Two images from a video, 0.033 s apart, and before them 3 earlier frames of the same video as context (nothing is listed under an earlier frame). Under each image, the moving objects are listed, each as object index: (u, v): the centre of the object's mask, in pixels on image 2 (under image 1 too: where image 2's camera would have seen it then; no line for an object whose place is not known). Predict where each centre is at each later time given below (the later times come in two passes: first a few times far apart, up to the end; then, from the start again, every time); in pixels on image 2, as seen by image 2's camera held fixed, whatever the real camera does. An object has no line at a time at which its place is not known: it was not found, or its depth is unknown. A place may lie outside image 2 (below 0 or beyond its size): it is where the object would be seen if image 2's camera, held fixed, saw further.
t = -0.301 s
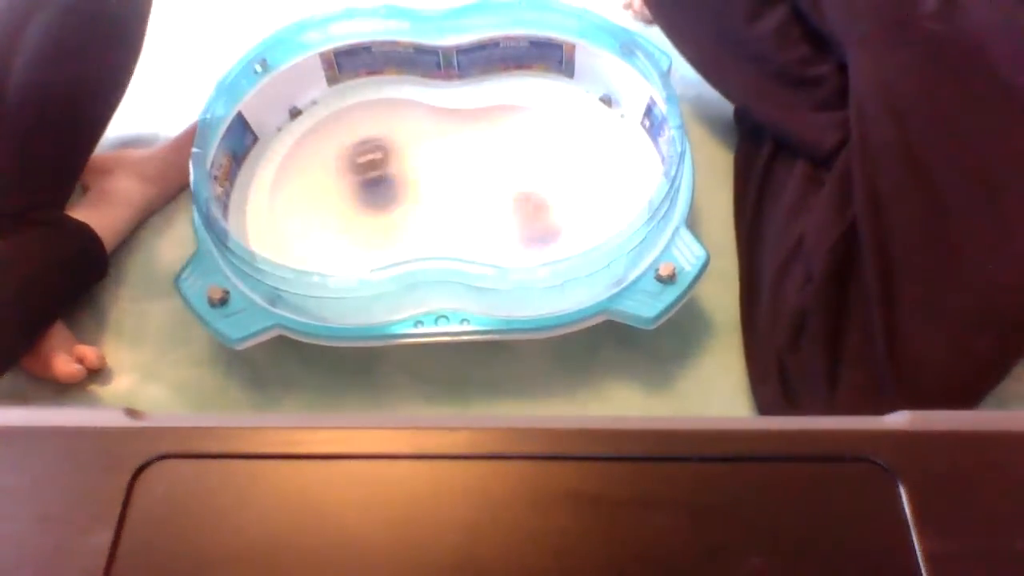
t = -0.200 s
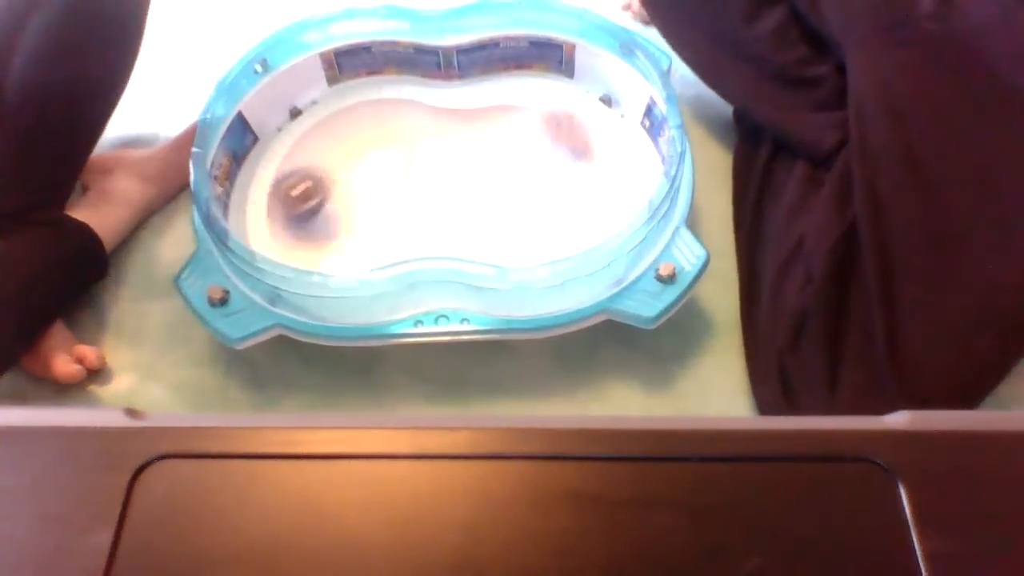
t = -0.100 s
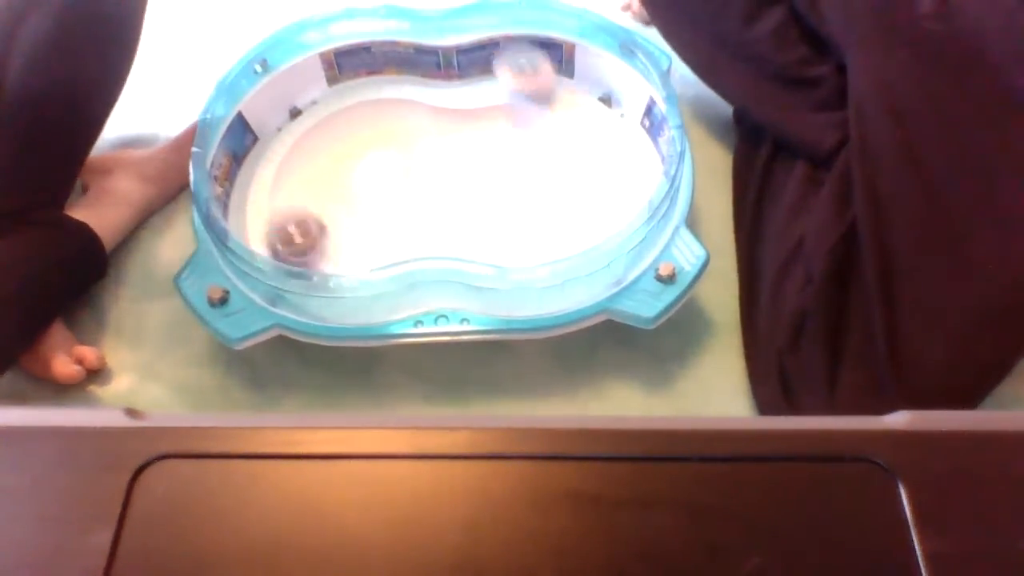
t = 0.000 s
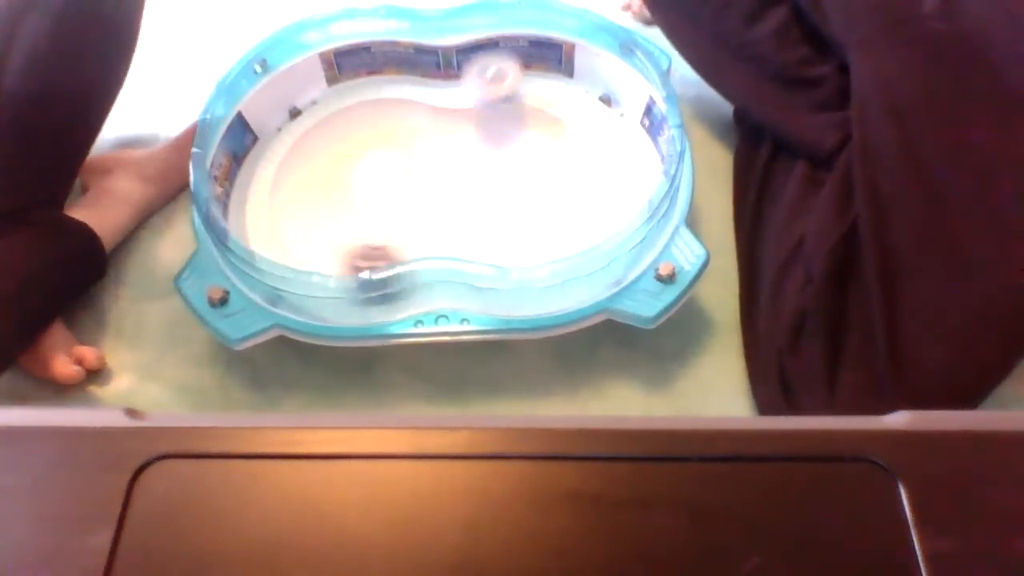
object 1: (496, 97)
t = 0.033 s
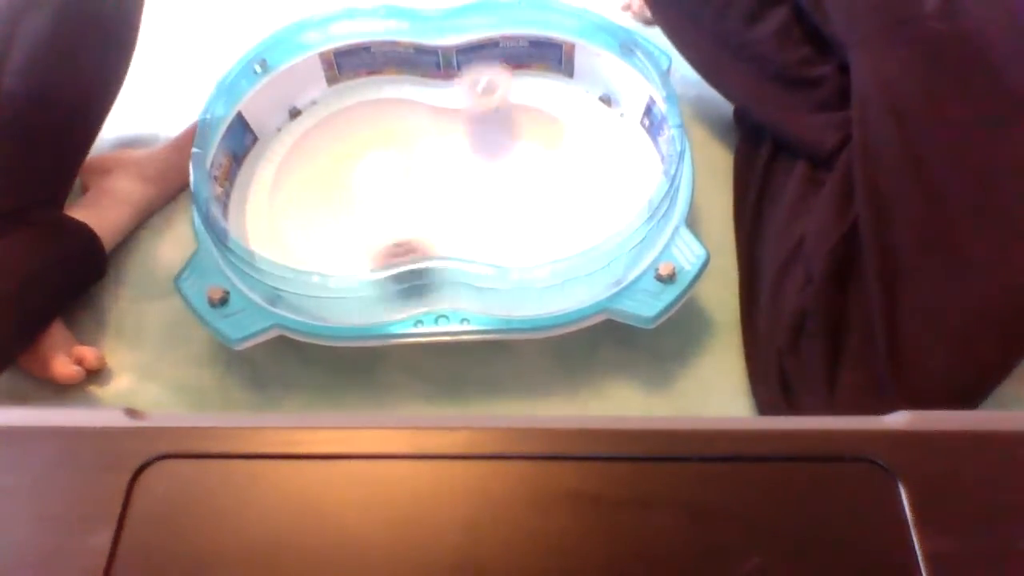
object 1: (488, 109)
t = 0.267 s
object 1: (399, 232)
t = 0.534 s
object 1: (398, 251)
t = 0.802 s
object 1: (411, 209)
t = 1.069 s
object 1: (309, 185)
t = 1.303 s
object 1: (373, 244)
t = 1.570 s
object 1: (463, 151)
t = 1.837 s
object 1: (385, 138)
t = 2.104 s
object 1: (393, 234)
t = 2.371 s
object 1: (535, 248)
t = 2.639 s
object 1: (519, 139)
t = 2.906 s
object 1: (334, 195)
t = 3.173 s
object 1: (408, 254)
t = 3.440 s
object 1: (547, 141)
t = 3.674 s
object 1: (451, 147)
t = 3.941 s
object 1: (401, 184)
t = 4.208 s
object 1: (394, 175)
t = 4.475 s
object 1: (350, 160)
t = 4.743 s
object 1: (340, 154)
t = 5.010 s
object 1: (399, 150)
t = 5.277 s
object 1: (560, 130)
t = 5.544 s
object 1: (501, 246)
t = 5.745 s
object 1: (458, 220)
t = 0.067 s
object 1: (478, 129)
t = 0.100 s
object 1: (468, 147)
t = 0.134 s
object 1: (453, 169)
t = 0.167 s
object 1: (436, 190)
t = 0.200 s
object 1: (421, 209)
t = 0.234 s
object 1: (409, 222)
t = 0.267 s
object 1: (399, 232)
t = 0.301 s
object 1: (389, 238)
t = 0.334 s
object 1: (384, 244)
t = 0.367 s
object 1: (380, 248)
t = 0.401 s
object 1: (378, 252)
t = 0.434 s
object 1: (379, 254)
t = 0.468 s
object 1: (383, 255)
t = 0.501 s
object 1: (390, 254)
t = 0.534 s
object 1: (398, 251)
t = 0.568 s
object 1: (406, 248)
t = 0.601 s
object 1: (413, 243)
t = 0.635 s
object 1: (418, 240)
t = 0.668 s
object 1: (419, 236)
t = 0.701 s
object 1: (420, 232)
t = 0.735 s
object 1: (419, 223)
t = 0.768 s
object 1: (417, 217)
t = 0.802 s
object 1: (411, 209)
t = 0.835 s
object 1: (402, 202)
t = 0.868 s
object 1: (390, 195)
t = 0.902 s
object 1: (378, 189)
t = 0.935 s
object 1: (363, 184)
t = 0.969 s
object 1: (348, 180)
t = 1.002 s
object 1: (335, 178)
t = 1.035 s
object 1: (322, 180)
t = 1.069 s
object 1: (309, 185)
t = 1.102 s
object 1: (304, 192)
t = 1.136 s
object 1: (304, 216)
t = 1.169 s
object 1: (309, 230)
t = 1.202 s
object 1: (318, 240)
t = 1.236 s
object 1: (334, 245)
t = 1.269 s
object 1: (352, 246)
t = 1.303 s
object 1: (373, 244)
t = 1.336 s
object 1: (395, 238)
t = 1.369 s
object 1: (413, 229)
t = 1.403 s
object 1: (429, 216)
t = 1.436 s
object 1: (442, 204)
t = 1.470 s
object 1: (452, 191)
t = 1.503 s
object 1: (458, 176)
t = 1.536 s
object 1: (462, 162)
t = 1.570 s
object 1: (463, 151)
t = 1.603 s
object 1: (460, 141)
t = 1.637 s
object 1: (455, 135)
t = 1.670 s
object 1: (449, 129)
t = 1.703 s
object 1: (439, 125)
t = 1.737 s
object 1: (428, 125)
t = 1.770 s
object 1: (415, 128)
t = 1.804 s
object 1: (400, 134)
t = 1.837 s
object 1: (385, 138)
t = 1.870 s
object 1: (371, 148)
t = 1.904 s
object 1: (364, 158)
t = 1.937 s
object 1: (360, 171)
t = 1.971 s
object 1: (360, 184)
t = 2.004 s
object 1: (366, 207)
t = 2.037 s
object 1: (374, 220)
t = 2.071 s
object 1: (383, 231)
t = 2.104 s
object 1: (393, 234)
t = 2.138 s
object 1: (405, 235)
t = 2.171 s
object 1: (419, 235)
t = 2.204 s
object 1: (435, 236)
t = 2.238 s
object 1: (454, 239)
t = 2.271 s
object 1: (474, 243)
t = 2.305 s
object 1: (497, 252)
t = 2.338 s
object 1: (515, 253)
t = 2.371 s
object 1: (535, 248)
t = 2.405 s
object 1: (555, 239)
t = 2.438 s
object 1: (569, 228)
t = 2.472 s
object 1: (577, 210)
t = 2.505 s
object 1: (580, 189)
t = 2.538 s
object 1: (576, 173)
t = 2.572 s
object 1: (564, 159)
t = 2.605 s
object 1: (542, 144)
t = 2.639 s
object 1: (519, 139)
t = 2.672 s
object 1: (494, 139)
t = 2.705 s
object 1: (468, 144)
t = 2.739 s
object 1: (442, 151)
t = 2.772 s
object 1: (417, 159)
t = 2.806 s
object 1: (395, 164)
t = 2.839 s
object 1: (373, 172)
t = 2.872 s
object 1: (351, 183)
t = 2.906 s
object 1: (334, 195)
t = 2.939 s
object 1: (320, 210)
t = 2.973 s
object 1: (307, 229)
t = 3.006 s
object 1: (304, 238)
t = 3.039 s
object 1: (309, 246)
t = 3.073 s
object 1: (325, 257)
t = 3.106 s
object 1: (348, 262)
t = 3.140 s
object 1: (378, 261)
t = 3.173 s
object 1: (408, 254)
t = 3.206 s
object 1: (443, 246)
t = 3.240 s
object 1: (472, 237)
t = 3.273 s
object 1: (493, 219)
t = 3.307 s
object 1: (511, 205)
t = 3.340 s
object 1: (527, 193)
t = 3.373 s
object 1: (538, 177)
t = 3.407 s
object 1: (545, 158)
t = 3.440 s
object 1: (547, 141)
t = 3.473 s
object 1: (544, 127)
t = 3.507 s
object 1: (535, 117)
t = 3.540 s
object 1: (521, 113)
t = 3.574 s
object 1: (505, 116)
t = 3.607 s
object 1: (485, 124)
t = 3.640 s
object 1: (469, 138)
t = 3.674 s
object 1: (451, 147)
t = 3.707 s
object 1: (432, 155)
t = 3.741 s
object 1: (424, 159)
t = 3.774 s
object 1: (417, 164)
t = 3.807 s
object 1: (412, 168)
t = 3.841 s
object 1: (408, 172)
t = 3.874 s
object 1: (405, 175)
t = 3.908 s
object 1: (403, 180)
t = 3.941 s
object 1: (401, 184)
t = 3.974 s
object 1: (399, 189)
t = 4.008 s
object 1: (399, 195)
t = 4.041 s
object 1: (398, 199)
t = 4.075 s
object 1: (397, 204)
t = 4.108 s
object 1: (397, 204)
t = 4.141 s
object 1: (398, 194)
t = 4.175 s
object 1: (397, 185)
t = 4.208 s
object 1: (394, 175)
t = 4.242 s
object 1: (390, 169)
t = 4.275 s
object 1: (385, 162)
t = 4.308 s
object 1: (379, 157)
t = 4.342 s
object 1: (373, 154)
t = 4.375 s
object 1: (366, 153)
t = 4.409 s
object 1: (359, 155)
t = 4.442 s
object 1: (354, 157)
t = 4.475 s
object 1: (350, 160)
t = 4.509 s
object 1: (346, 159)
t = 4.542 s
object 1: (341, 158)
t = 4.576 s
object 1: (336, 157)
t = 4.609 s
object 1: (334, 159)
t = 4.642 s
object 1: (334, 162)
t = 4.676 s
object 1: (335, 159)
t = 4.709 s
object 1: (337, 157)
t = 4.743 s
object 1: (340, 154)
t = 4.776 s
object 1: (345, 153)
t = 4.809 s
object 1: (350, 152)
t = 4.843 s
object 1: (356, 152)
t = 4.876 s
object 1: (364, 152)
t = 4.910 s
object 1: (373, 152)
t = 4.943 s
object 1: (382, 151)
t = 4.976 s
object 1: (390, 150)
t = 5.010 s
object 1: (399, 150)
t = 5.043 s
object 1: (408, 149)
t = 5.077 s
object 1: (416, 149)
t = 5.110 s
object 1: (424, 150)
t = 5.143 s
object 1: (451, 152)
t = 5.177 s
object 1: (487, 138)
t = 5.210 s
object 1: (517, 133)
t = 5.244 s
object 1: (540, 129)
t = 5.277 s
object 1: (560, 130)
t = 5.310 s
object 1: (574, 143)
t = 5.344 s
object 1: (581, 160)
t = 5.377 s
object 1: (578, 184)
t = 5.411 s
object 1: (568, 206)
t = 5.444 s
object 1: (552, 226)
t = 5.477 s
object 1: (535, 237)
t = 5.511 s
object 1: (518, 247)
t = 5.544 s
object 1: (501, 246)
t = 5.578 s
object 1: (491, 247)
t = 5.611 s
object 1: (480, 245)
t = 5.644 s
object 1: (475, 241)
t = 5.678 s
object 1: (467, 236)
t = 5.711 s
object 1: (459, 231)
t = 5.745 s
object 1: (458, 220)
